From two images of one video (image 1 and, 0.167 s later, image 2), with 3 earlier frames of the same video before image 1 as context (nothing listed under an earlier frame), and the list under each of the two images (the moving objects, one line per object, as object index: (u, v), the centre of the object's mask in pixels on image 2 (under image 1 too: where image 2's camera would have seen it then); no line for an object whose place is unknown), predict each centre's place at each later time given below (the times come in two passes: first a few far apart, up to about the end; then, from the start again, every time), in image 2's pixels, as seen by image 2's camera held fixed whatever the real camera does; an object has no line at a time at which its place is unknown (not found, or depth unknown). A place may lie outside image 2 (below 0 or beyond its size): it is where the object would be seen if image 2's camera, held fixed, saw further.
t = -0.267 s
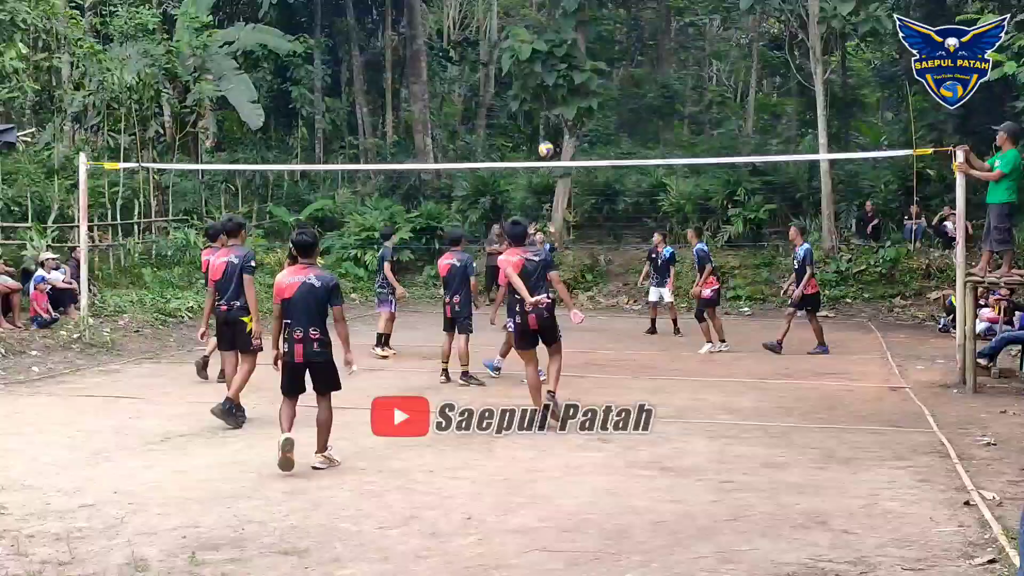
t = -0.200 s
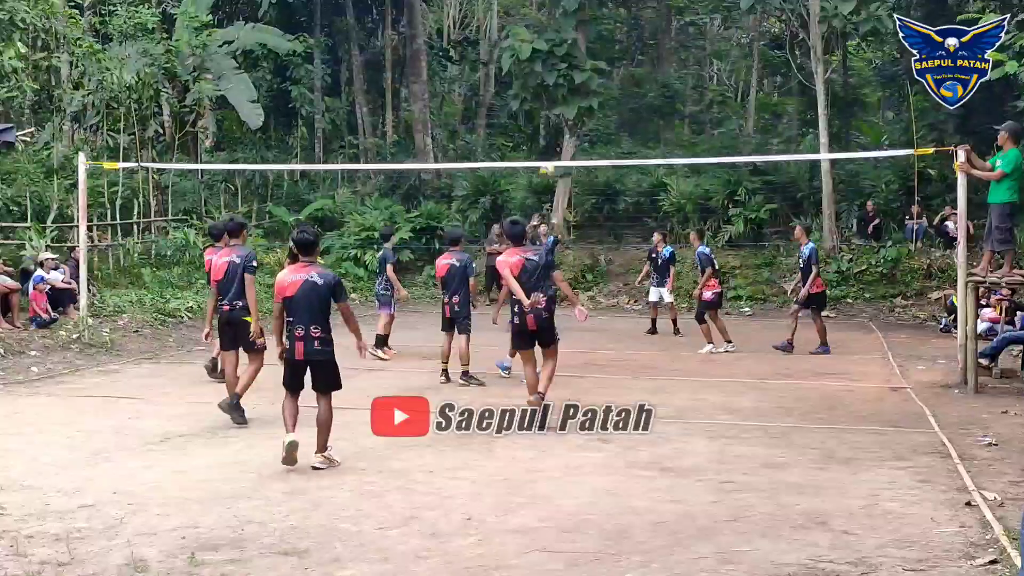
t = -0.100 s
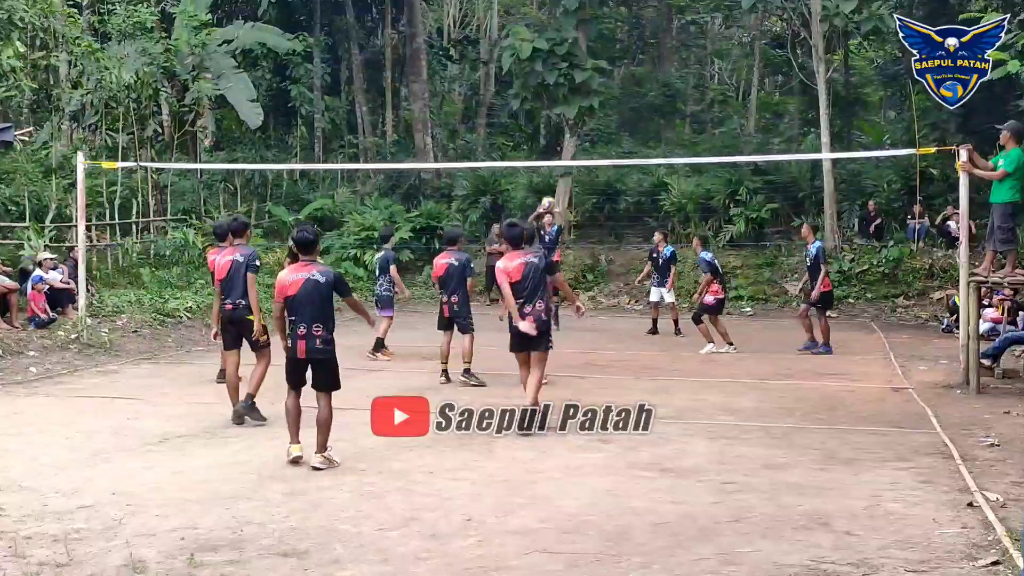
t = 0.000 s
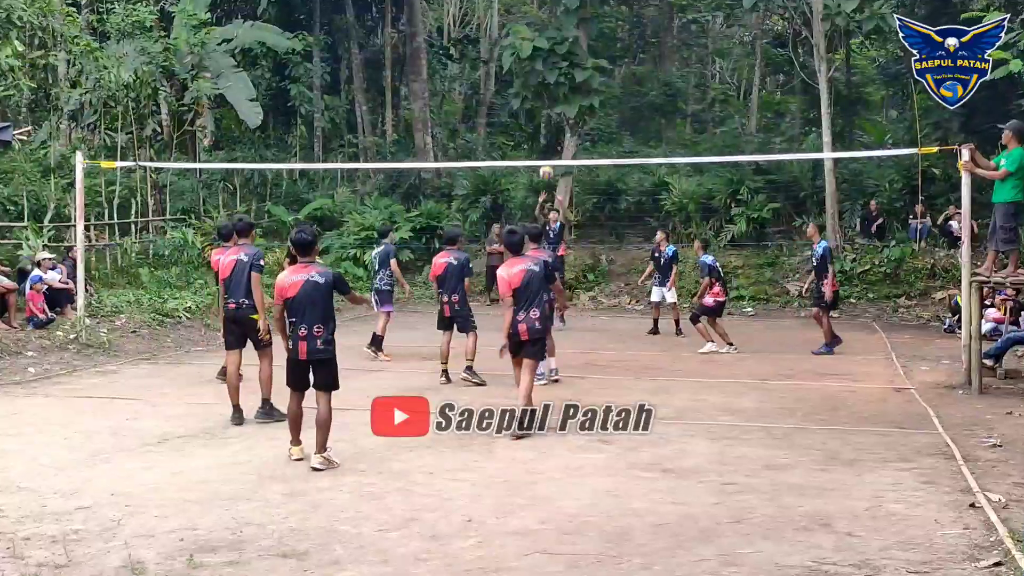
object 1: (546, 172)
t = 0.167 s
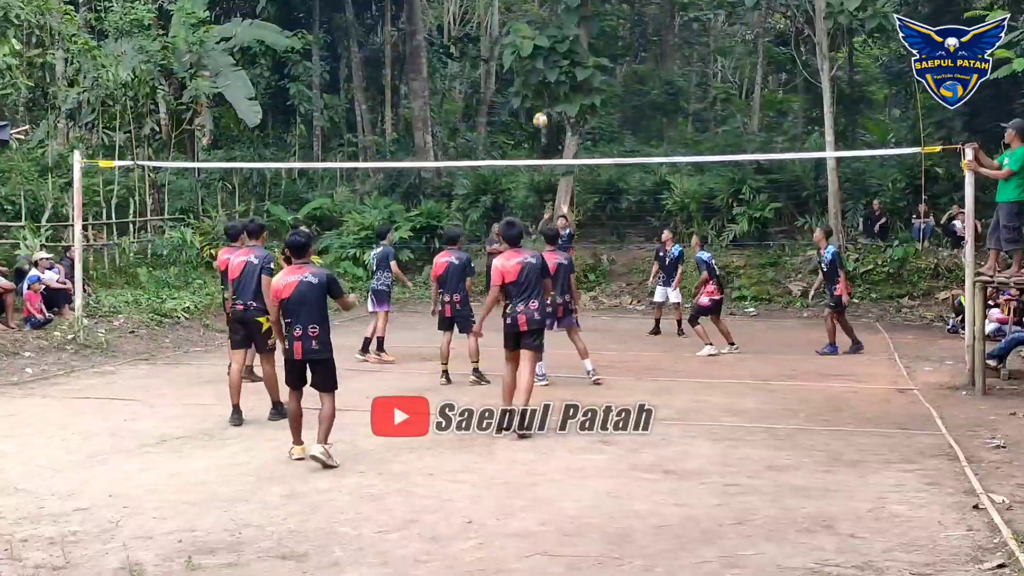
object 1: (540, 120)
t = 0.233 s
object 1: (537, 104)
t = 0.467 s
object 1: (528, 70)
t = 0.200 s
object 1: (539, 112)
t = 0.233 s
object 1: (537, 104)
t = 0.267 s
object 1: (536, 97)
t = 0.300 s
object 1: (534, 91)
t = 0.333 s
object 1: (533, 86)
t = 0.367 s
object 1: (531, 81)
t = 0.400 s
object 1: (530, 77)
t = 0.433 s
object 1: (529, 73)
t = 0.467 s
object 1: (528, 70)
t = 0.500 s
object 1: (526, 68)
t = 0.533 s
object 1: (525, 67)
